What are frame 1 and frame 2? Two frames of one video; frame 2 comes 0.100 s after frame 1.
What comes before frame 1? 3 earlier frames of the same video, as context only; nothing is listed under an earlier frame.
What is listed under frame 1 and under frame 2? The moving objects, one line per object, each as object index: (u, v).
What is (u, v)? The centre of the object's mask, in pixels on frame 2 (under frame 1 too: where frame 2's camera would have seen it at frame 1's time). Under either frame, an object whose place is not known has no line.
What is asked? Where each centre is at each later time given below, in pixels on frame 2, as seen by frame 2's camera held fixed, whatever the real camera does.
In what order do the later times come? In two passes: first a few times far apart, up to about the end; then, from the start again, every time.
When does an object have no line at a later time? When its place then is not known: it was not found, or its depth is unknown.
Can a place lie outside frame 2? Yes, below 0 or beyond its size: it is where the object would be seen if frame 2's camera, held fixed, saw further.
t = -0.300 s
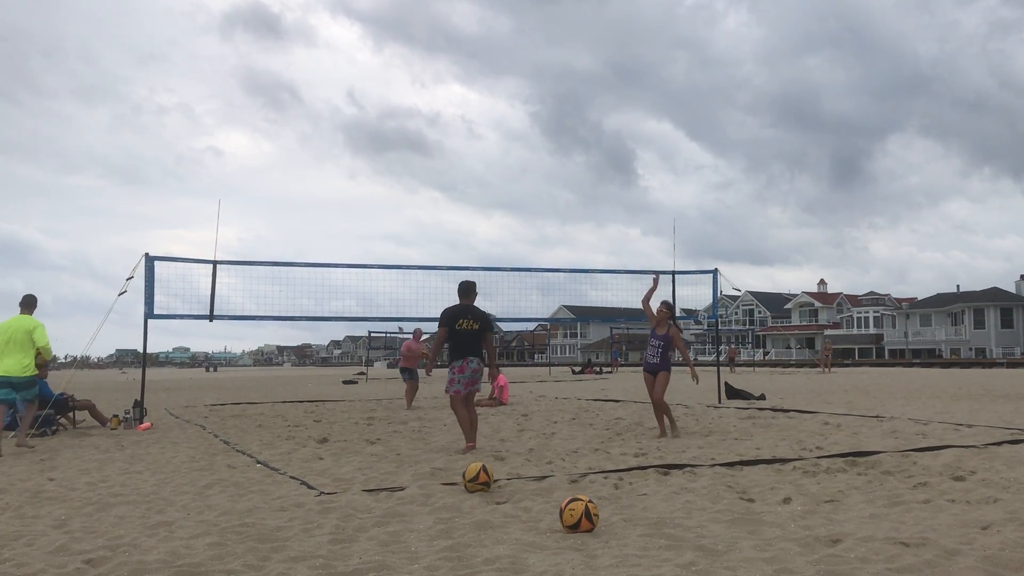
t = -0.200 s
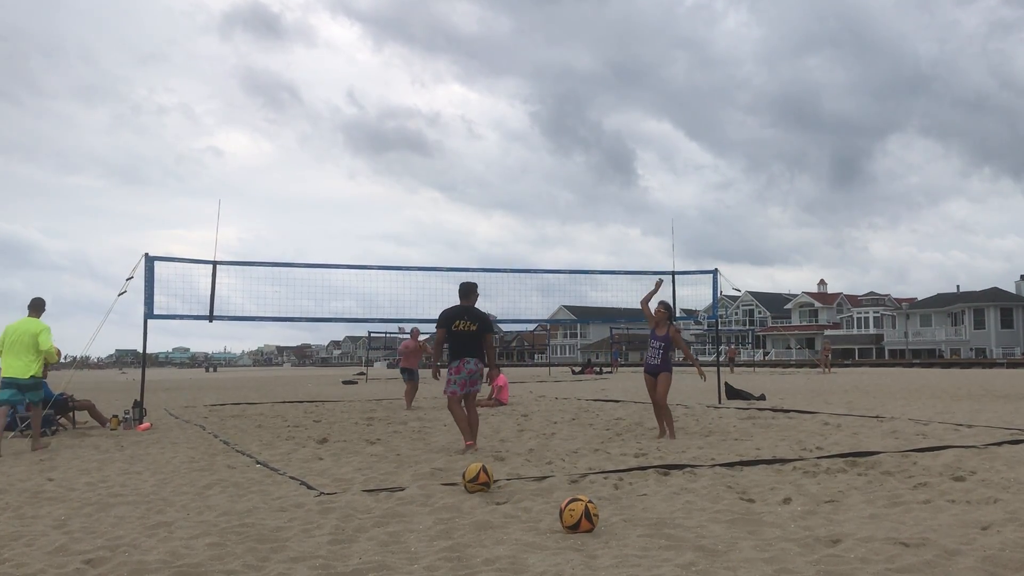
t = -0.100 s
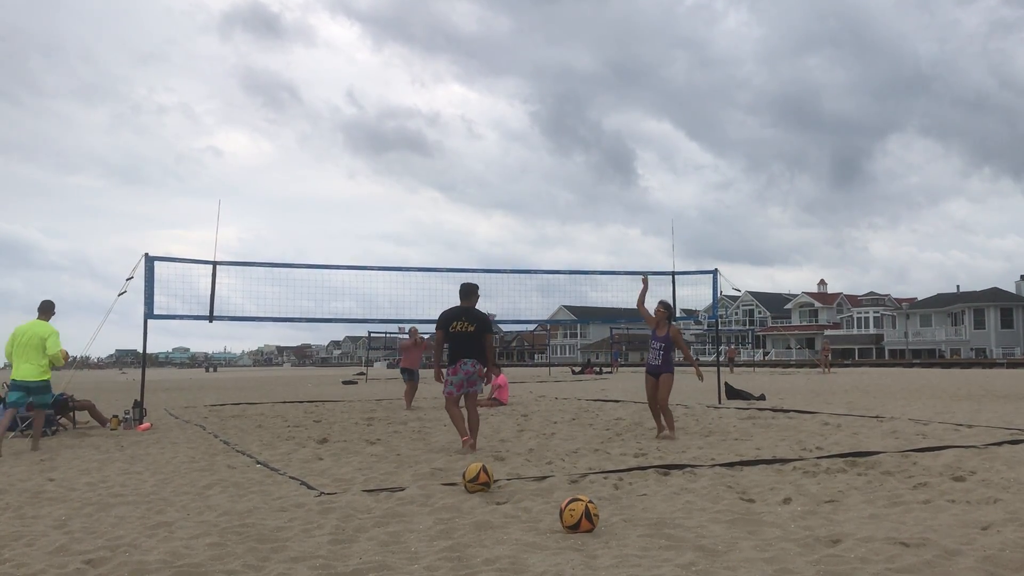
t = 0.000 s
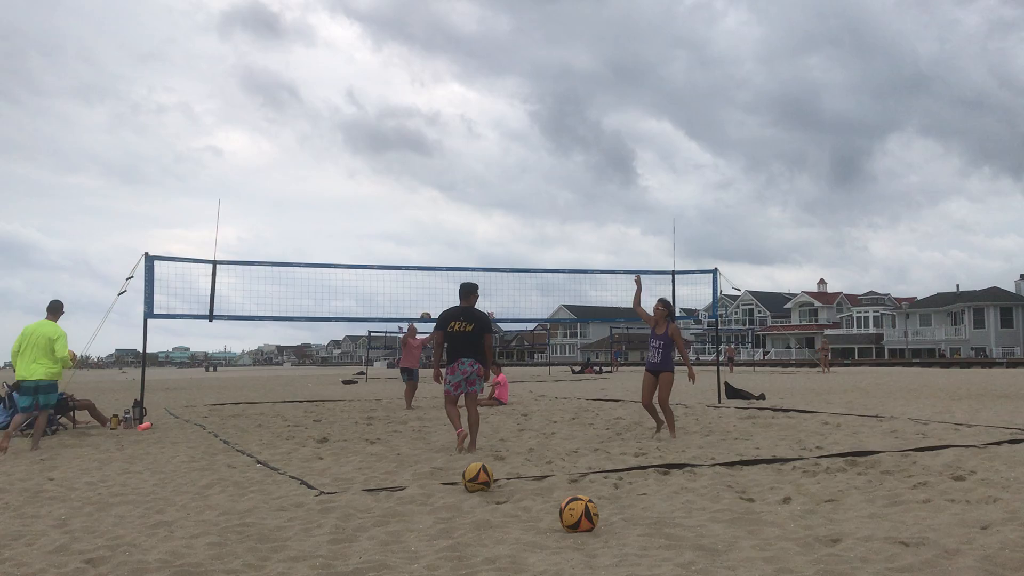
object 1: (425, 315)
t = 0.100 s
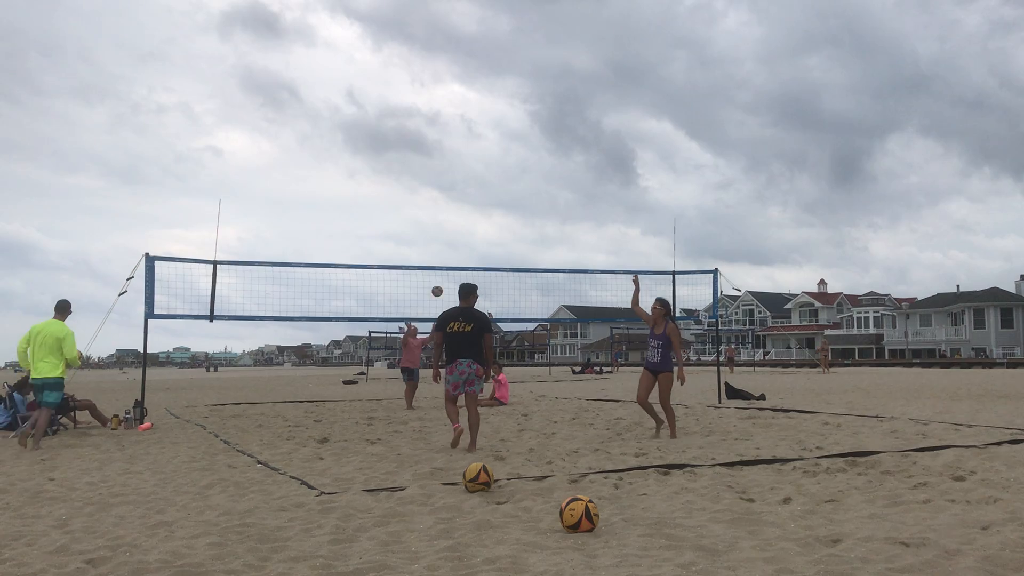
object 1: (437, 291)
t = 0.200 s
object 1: (448, 268)
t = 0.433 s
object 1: (479, 233)
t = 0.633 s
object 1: (510, 223)
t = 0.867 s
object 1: (552, 243)
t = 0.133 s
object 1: (441, 283)
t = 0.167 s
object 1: (445, 275)
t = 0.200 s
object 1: (448, 268)
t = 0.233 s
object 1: (453, 261)
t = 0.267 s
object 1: (457, 256)
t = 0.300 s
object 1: (461, 250)
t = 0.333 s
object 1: (465, 245)
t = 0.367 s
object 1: (470, 240)
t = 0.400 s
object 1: (474, 236)
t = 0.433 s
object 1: (479, 233)
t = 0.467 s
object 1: (484, 230)
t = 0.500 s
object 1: (489, 228)
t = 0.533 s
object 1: (494, 226)
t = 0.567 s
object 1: (499, 224)
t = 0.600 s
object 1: (504, 224)
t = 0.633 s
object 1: (510, 223)
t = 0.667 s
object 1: (515, 224)
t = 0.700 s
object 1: (521, 226)
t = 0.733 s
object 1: (527, 228)
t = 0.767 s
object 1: (533, 230)
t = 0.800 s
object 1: (539, 234)
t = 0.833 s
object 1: (545, 238)
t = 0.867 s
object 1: (552, 243)
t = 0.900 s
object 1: (559, 249)
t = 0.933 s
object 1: (566, 256)
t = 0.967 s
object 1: (573, 263)
